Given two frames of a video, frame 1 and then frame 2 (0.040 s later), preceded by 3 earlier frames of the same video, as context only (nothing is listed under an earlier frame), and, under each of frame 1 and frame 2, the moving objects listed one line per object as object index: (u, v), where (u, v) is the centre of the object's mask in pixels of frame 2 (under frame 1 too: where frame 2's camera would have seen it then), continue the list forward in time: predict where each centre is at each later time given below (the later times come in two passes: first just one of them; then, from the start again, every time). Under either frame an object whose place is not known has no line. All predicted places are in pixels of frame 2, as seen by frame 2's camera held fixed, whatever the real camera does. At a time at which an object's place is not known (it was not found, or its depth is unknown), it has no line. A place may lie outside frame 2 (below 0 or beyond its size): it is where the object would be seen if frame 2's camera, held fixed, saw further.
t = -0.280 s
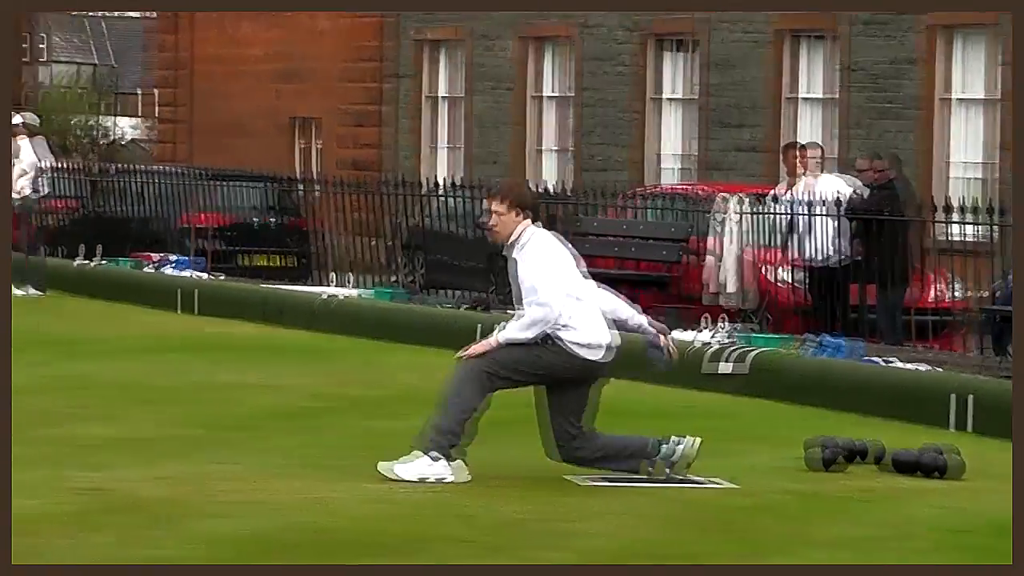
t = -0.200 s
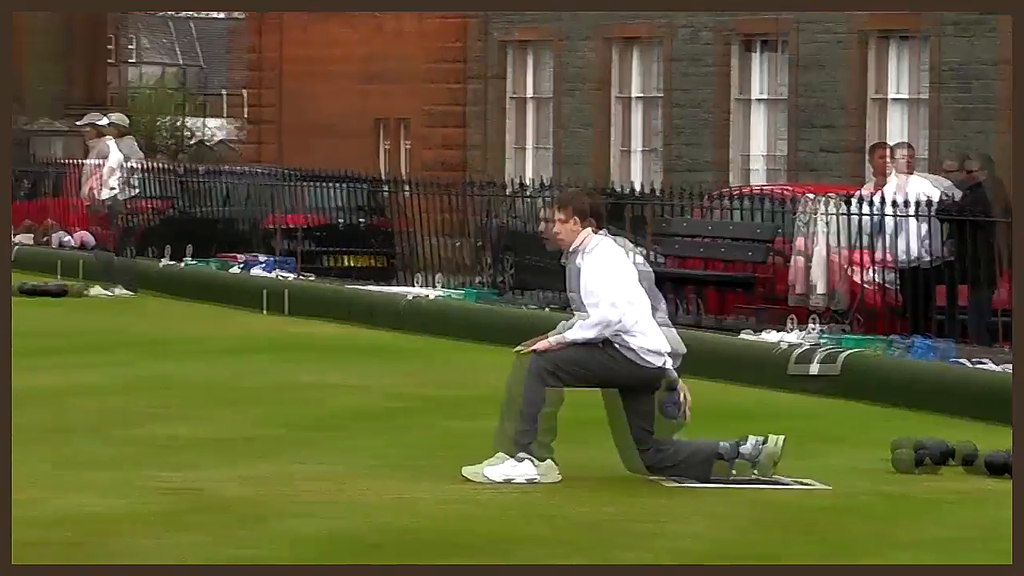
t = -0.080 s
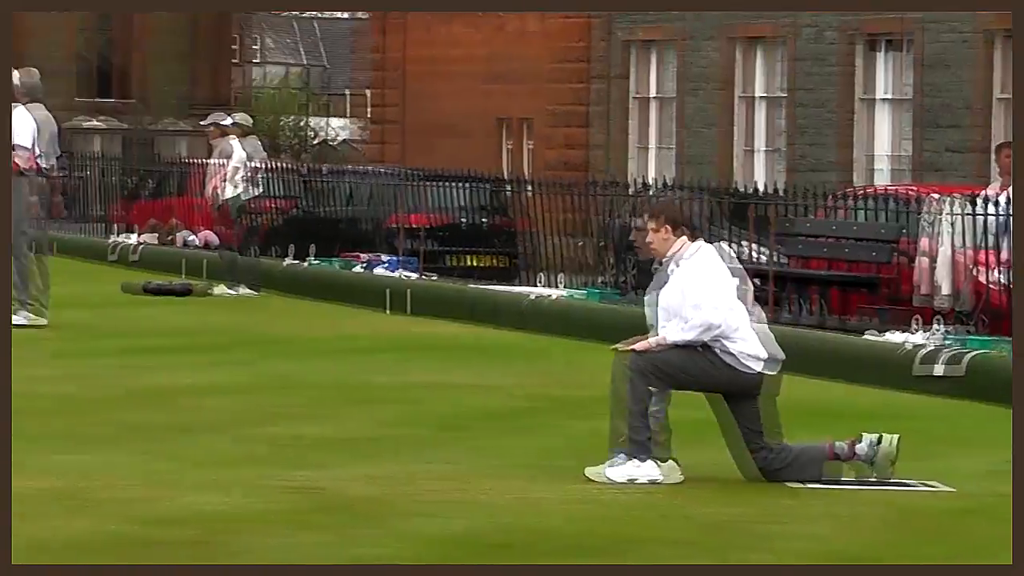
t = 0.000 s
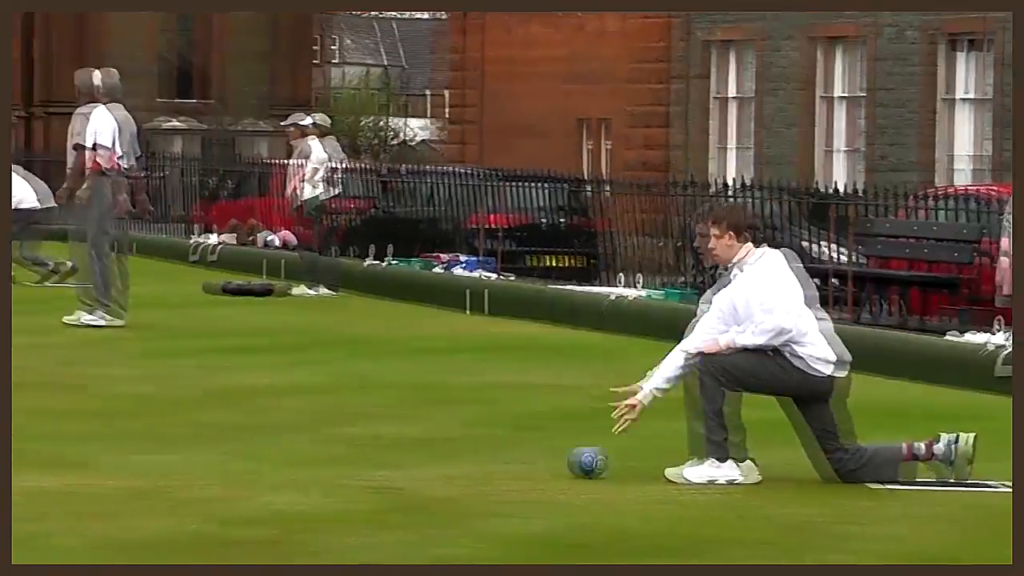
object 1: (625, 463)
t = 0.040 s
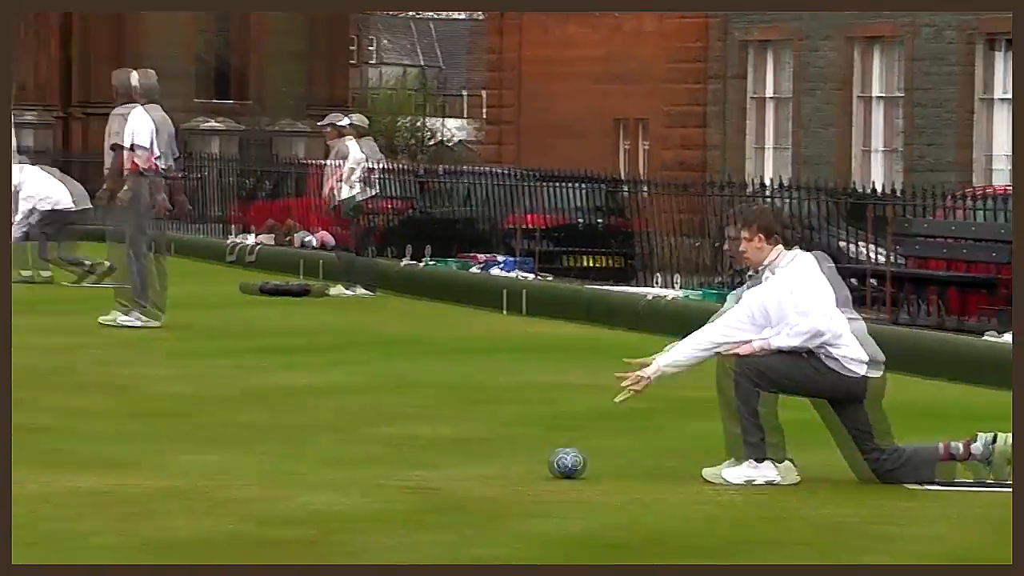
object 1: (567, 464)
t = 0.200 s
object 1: (352, 462)
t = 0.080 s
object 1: (511, 463)
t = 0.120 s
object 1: (456, 463)
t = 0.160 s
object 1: (404, 462)
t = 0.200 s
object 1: (352, 462)
